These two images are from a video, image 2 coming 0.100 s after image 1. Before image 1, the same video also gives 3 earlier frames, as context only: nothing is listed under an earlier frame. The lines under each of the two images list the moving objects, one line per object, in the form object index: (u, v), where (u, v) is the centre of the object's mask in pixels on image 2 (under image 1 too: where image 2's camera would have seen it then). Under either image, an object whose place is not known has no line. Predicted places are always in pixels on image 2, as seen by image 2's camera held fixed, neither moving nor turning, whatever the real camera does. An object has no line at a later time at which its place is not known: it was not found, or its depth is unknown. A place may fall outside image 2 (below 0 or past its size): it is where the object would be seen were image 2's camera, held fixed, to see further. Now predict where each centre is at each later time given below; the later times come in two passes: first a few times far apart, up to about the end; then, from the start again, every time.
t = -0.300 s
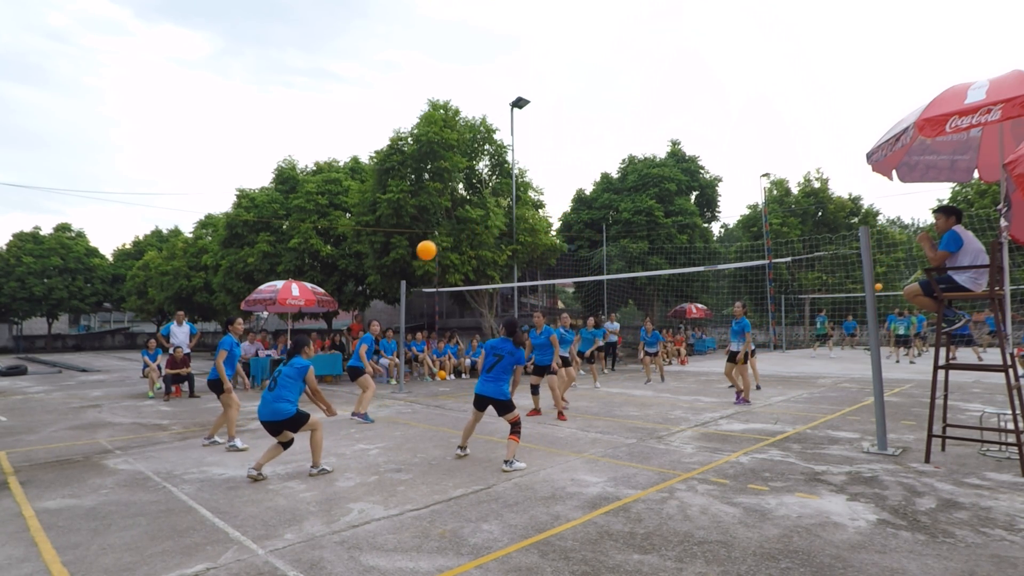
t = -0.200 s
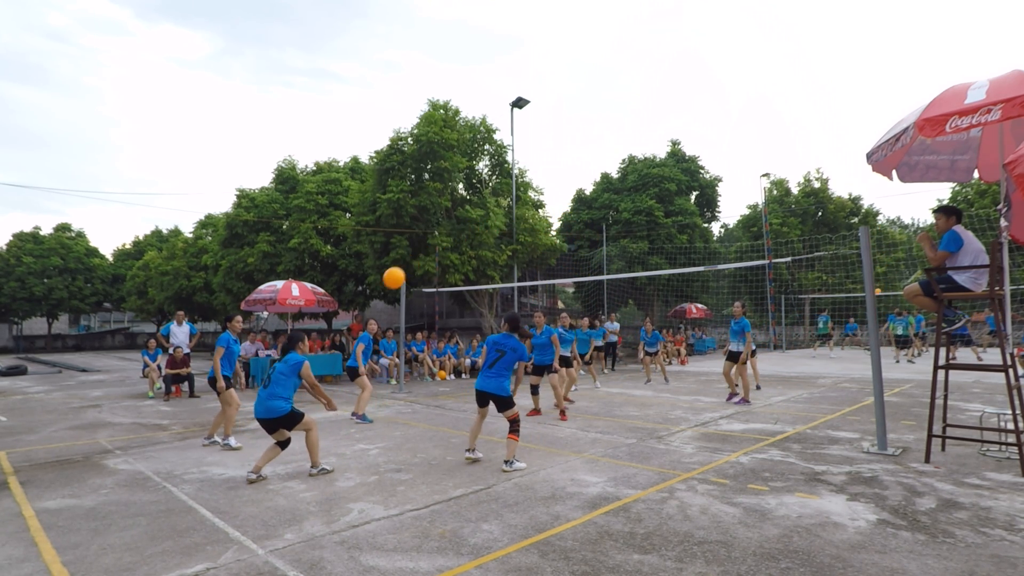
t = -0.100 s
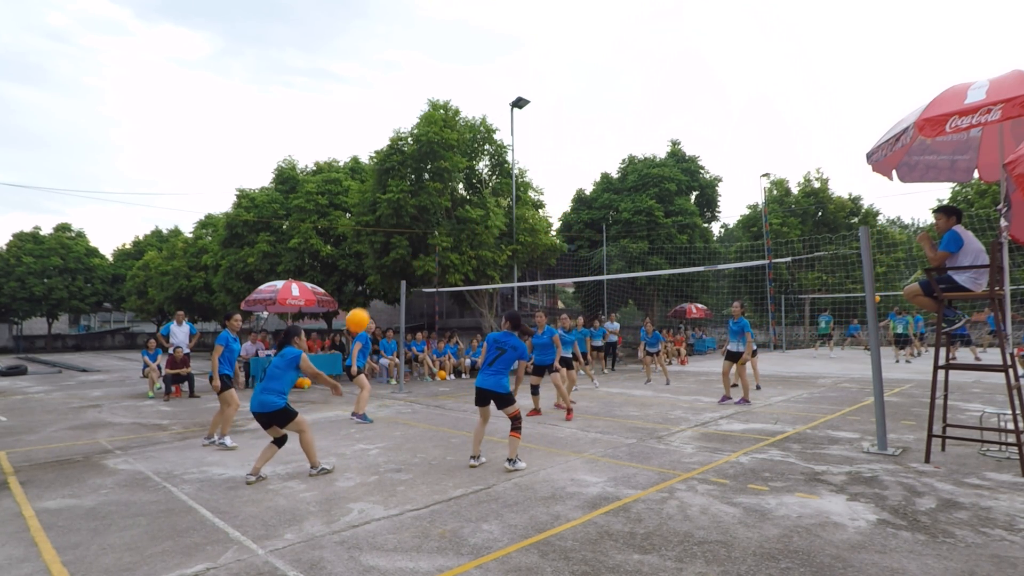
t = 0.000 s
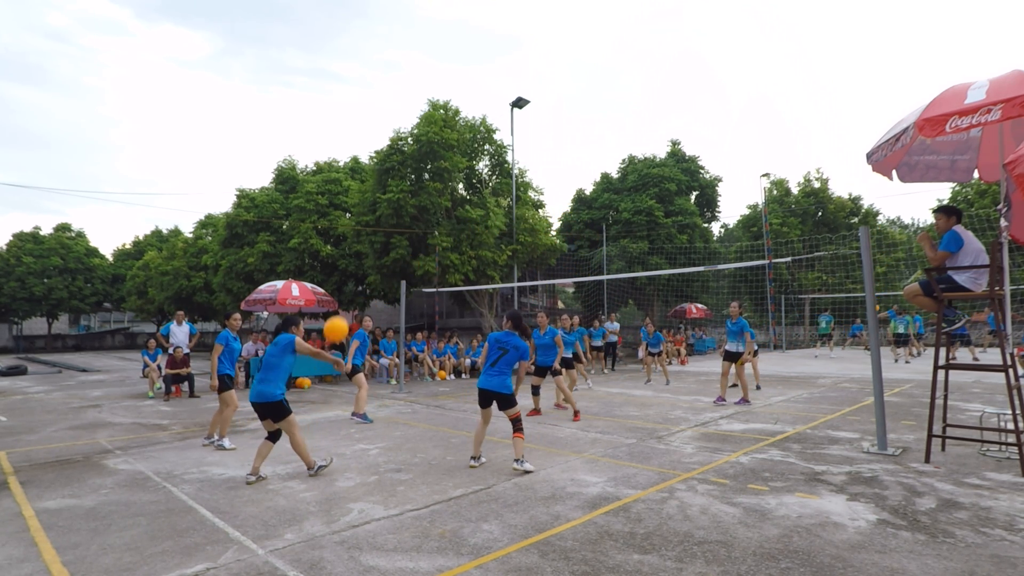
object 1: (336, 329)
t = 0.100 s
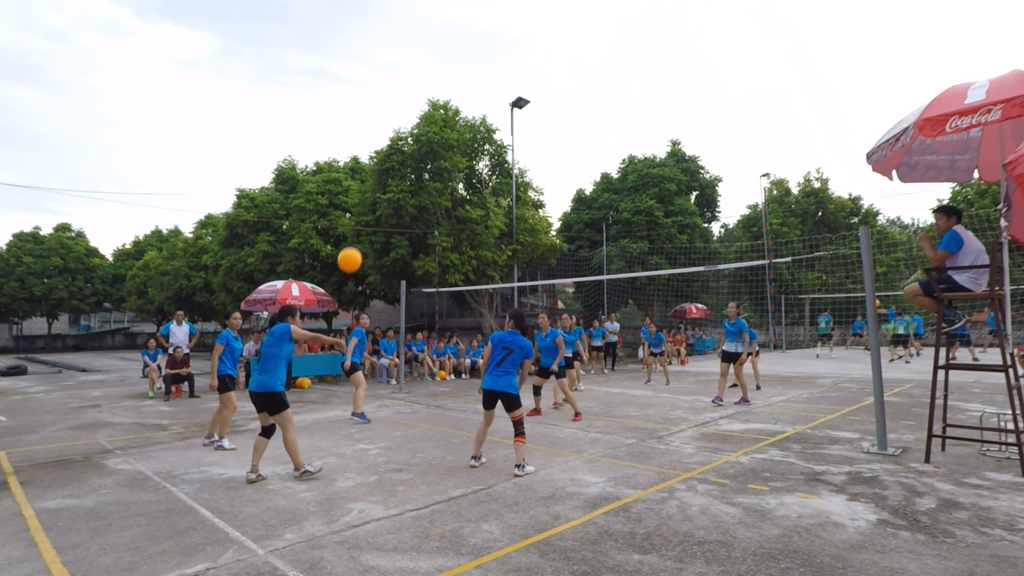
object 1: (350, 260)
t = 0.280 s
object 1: (373, 172)
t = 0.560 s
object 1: (402, 108)
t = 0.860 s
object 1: (429, 118)
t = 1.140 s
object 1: (450, 185)
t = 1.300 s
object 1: (460, 244)
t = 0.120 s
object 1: (352, 248)
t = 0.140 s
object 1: (355, 236)
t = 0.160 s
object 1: (358, 225)
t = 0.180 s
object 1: (360, 215)
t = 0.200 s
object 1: (363, 205)
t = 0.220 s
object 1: (365, 196)
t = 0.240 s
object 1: (368, 187)
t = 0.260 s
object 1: (371, 179)
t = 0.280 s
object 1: (373, 172)
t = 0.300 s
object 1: (376, 165)
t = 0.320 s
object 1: (378, 158)
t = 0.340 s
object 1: (380, 152)
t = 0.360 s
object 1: (383, 146)
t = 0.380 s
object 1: (385, 141)
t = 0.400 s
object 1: (387, 135)
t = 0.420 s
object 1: (389, 131)
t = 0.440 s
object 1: (391, 126)
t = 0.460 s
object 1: (393, 122)
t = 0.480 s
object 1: (395, 119)
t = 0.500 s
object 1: (396, 115)
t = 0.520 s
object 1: (398, 113)
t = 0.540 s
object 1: (400, 110)
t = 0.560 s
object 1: (402, 108)
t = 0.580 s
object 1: (404, 107)
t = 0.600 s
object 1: (406, 105)
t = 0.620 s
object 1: (408, 104)
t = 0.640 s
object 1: (409, 104)
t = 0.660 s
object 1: (411, 103)
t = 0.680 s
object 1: (413, 103)
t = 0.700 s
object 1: (415, 104)
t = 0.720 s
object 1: (417, 104)
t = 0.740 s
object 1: (419, 106)
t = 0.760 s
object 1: (420, 107)
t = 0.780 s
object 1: (422, 109)
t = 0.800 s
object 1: (424, 110)
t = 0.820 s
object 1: (425, 113)
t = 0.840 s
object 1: (427, 115)
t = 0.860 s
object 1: (429, 118)
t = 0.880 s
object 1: (430, 120)
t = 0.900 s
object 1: (432, 124)
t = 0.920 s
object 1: (433, 127)
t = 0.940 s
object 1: (435, 131)
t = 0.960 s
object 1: (436, 135)
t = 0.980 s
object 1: (438, 140)
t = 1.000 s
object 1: (439, 145)
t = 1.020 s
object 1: (441, 150)
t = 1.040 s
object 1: (442, 155)
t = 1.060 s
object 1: (444, 160)
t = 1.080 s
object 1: (445, 166)
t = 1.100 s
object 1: (447, 172)
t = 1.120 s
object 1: (448, 178)
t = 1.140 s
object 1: (450, 185)
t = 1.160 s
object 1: (451, 191)
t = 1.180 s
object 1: (452, 198)
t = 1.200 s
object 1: (454, 206)
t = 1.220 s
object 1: (455, 213)
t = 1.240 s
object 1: (456, 220)
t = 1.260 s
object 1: (458, 228)
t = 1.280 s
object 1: (459, 236)
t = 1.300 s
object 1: (460, 244)
